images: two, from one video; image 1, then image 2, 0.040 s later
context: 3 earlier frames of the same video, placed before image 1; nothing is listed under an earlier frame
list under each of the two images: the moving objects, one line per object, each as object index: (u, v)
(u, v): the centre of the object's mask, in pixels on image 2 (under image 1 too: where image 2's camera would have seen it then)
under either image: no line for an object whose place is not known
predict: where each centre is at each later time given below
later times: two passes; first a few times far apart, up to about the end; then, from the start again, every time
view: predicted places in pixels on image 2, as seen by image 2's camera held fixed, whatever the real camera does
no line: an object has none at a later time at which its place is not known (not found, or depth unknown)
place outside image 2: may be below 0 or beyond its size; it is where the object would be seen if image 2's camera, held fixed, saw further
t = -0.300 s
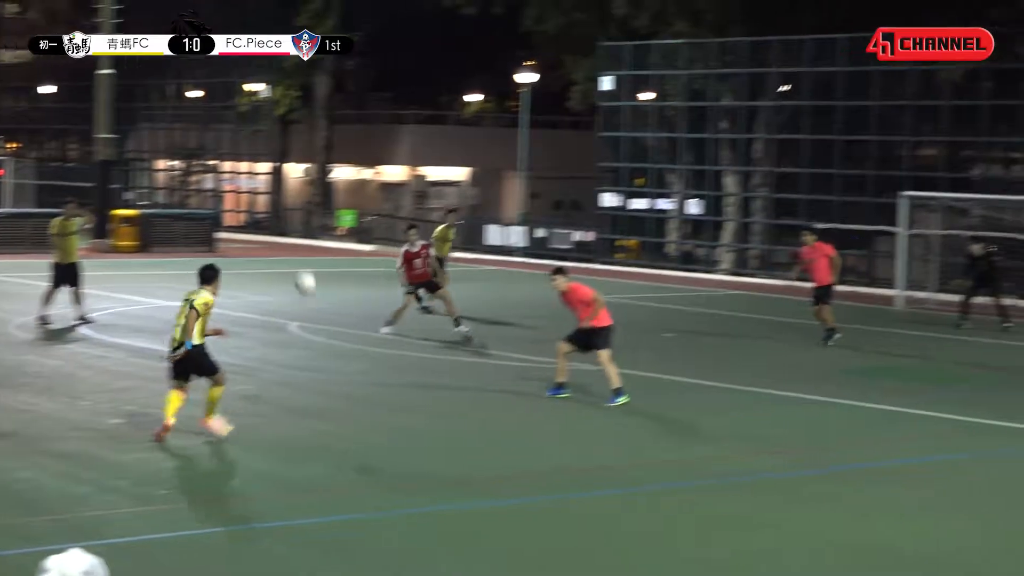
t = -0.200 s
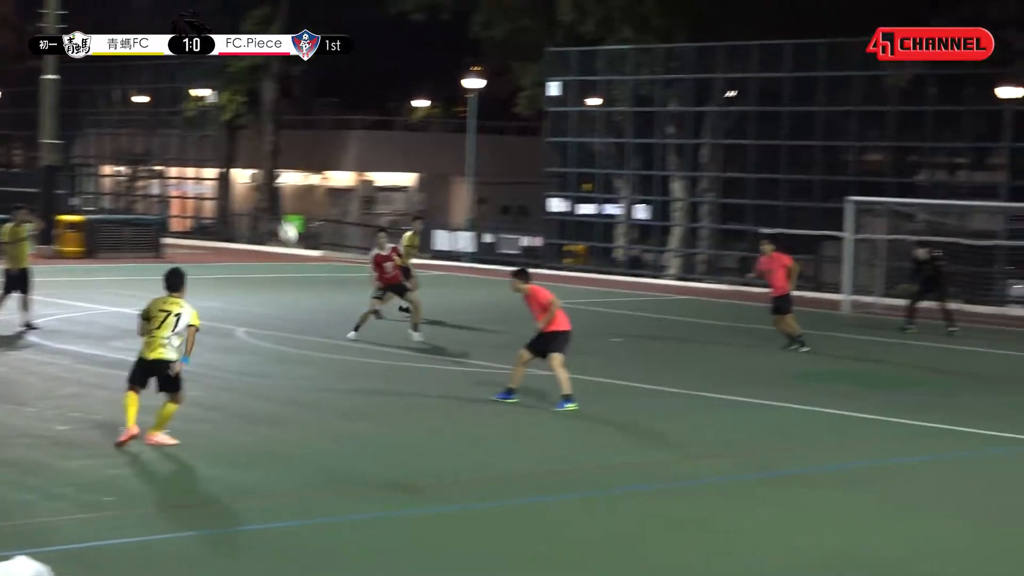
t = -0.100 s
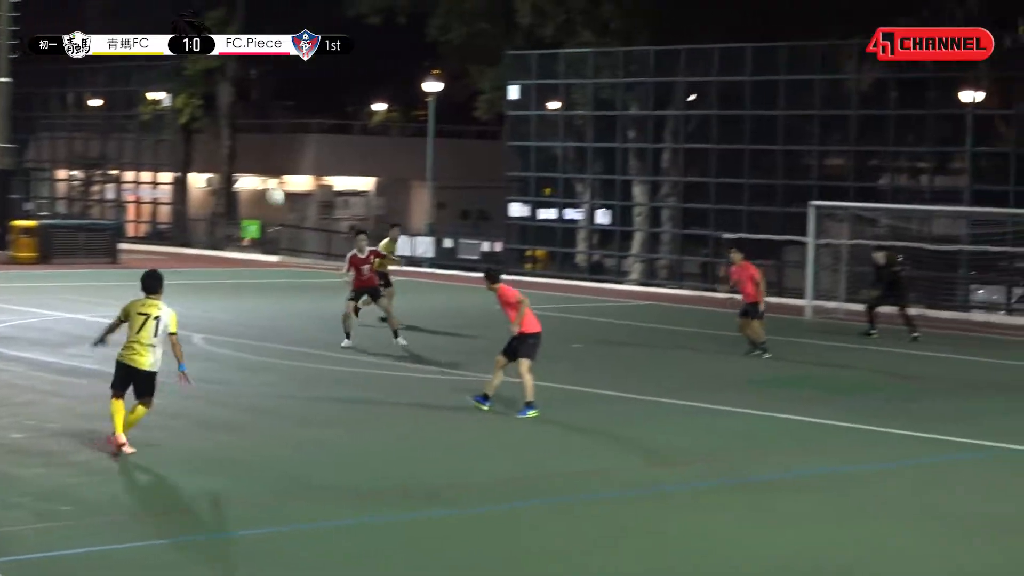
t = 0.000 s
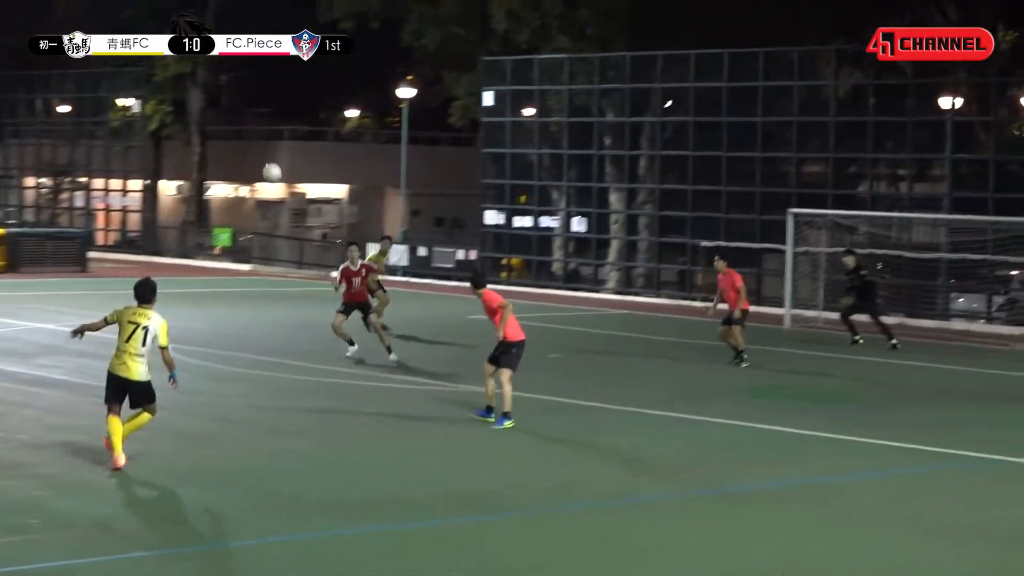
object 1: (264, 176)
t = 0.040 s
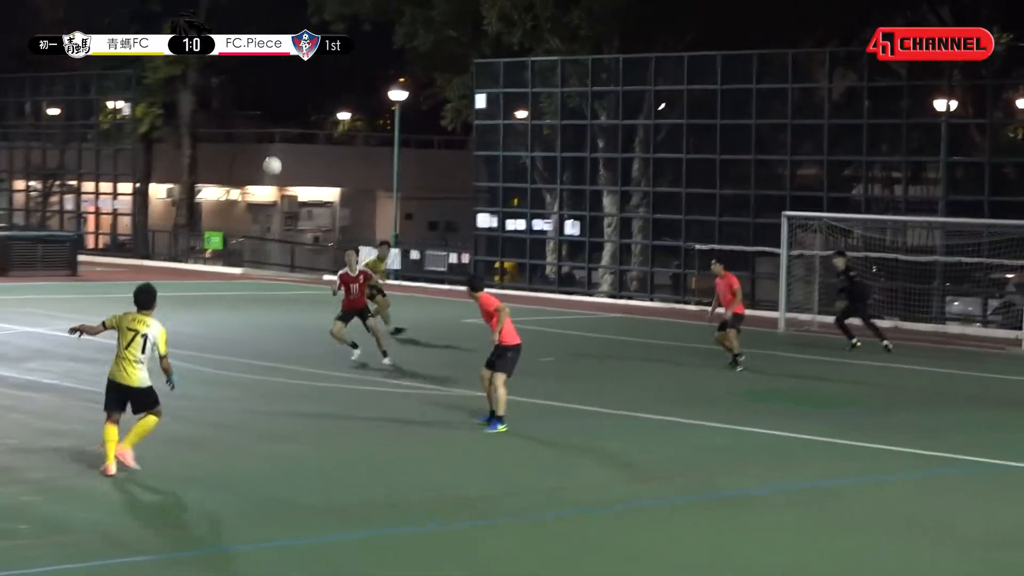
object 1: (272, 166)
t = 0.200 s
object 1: (302, 142)
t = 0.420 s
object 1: (332, 140)
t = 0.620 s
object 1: (352, 166)
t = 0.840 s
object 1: (372, 218)
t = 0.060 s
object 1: (276, 162)
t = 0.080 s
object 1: (280, 158)
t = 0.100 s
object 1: (284, 154)
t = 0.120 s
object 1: (288, 151)
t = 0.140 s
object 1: (292, 148)
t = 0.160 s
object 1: (295, 146)
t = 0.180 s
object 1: (299, 144)
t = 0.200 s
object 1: (302, 142)
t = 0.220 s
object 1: (305, 140)
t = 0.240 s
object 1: (308, 139)
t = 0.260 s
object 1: (311, 138)
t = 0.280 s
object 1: (314, 137)
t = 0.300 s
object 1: (317, 137)
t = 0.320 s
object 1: (320, 137)
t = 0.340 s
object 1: (323, 137)
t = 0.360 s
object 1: (325, 138)
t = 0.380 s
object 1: (328, 138)
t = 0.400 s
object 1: (330, 139)
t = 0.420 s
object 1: (332, 140)
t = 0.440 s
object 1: (334, 142)
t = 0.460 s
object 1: (337, 144)
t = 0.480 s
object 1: (339, 146)
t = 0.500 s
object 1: (341, 148)
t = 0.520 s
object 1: (343, 150)
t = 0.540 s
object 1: (345, 153)
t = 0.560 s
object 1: (347, 156)
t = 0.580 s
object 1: (349, 159)
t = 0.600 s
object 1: (350, 162)
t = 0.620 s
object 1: (352, 166)
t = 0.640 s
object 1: (354, 169)
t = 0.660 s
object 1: (356, 173)
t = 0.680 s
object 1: (357, 177)
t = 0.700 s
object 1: (359, 181)
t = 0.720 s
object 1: (360, 186)
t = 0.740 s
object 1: (362, 190)
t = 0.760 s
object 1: (364, 195)
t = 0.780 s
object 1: (366, 200)
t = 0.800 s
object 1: (369, 207)
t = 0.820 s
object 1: (370, 213)
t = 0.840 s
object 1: (372, 218)
